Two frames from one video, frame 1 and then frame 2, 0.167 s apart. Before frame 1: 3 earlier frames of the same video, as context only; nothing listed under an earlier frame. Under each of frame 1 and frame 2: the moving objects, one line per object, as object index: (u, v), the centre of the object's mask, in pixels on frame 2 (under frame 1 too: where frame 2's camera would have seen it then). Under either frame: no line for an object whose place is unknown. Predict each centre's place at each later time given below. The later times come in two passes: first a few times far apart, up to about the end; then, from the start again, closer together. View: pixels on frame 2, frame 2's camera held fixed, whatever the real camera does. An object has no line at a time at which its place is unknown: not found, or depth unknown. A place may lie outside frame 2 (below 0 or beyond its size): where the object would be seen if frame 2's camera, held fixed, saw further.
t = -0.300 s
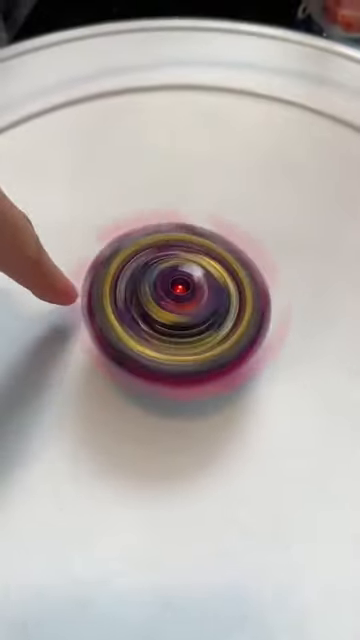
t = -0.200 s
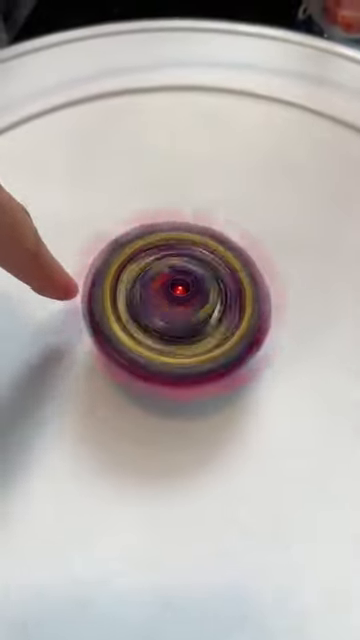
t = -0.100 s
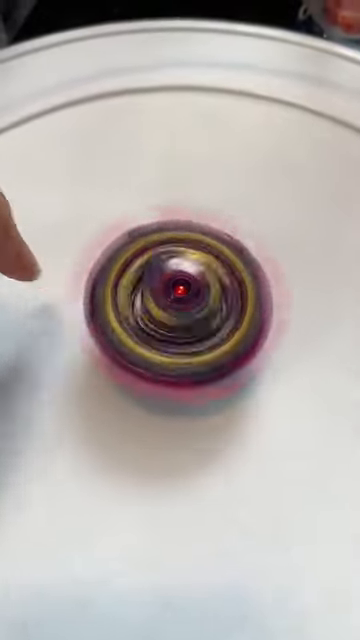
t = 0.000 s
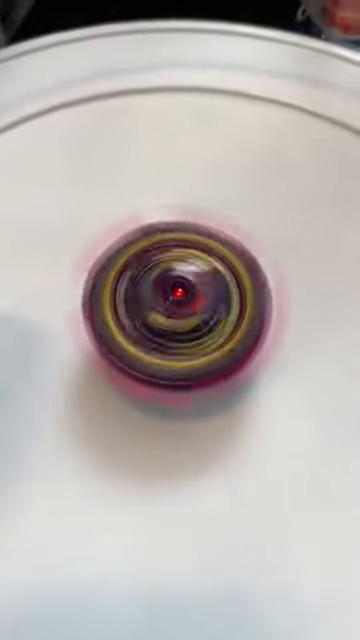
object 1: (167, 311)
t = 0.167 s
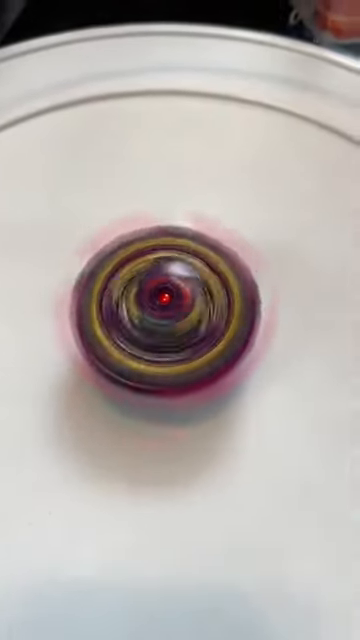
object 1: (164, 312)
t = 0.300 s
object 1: (164, 315)
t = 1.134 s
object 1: (167, 320)
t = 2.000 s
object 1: (170, 315)
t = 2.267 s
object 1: (173, 313)
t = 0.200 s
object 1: (164, 313)
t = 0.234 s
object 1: (164, 313)
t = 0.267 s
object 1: (164, 314)
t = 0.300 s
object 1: (164, 315)
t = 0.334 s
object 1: (164, 316)
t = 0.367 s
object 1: (165, 316)
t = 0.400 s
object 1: (166, 317)
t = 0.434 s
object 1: (166, 316)
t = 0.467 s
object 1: (167, 317)
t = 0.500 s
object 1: (167, 318)
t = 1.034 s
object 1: (167, 322)
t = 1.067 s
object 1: (168, 321)
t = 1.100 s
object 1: (167, 321)
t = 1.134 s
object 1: (167, 320)
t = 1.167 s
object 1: (166, 318)
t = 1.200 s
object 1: (166, 318)
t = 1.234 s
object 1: (166, 316)
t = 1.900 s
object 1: (168, 314)
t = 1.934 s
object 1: (169, 315)
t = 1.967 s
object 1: (170, 315)
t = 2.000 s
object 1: (170, 315)
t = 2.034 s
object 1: (170, 315)
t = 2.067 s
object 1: (171, 316)
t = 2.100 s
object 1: (173, 315)
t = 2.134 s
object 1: (172, 314)
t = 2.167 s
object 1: (173, 315)
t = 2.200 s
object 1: (173, 315)
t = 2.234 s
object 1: (174, 313)
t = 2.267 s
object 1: (173, 313)
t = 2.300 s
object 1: (172, 313)
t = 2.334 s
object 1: (172, 314)
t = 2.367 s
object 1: (171, 314)
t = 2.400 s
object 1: (170, 315)
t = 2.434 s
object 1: (170, 314)
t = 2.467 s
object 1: (171, 314)
